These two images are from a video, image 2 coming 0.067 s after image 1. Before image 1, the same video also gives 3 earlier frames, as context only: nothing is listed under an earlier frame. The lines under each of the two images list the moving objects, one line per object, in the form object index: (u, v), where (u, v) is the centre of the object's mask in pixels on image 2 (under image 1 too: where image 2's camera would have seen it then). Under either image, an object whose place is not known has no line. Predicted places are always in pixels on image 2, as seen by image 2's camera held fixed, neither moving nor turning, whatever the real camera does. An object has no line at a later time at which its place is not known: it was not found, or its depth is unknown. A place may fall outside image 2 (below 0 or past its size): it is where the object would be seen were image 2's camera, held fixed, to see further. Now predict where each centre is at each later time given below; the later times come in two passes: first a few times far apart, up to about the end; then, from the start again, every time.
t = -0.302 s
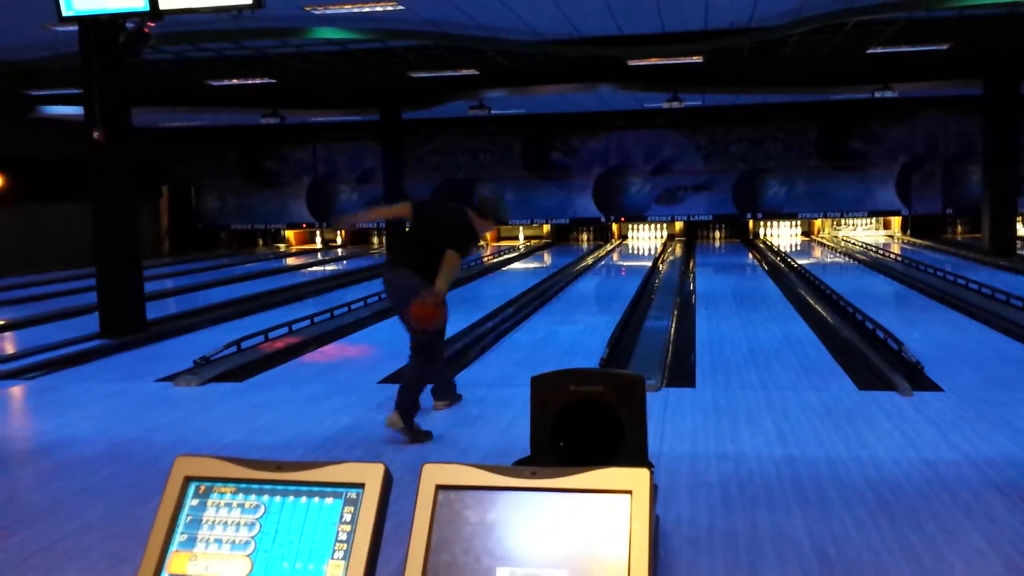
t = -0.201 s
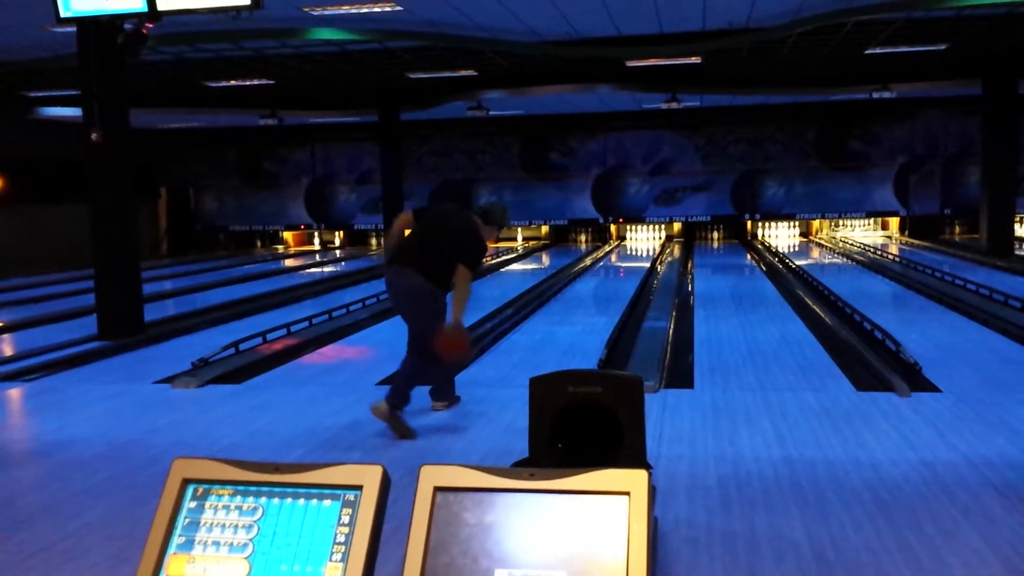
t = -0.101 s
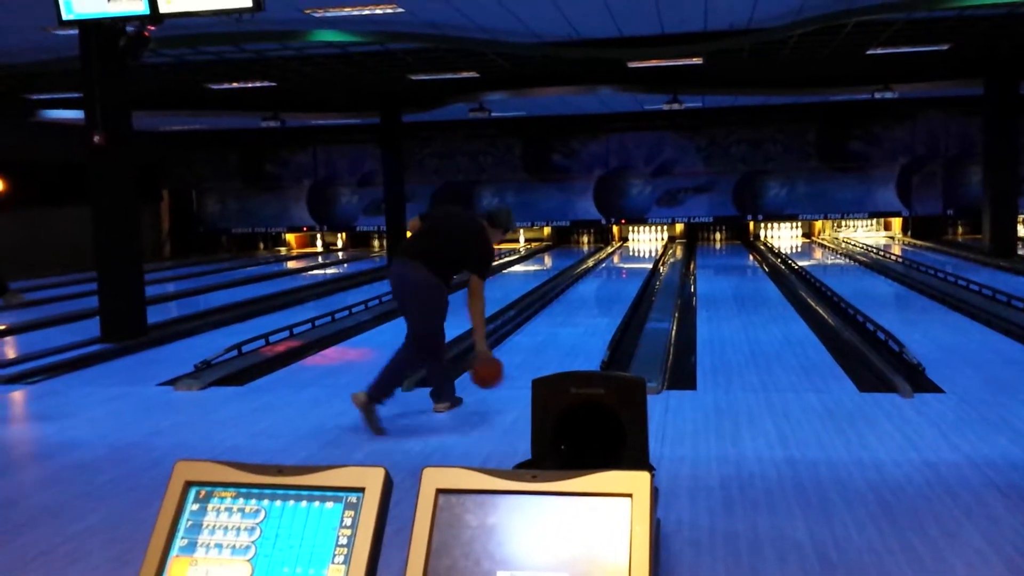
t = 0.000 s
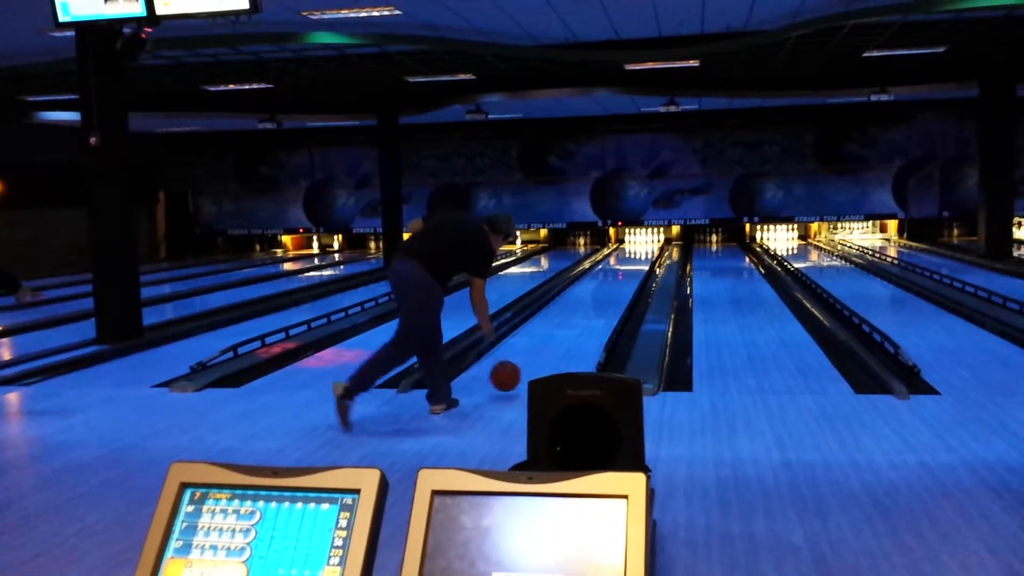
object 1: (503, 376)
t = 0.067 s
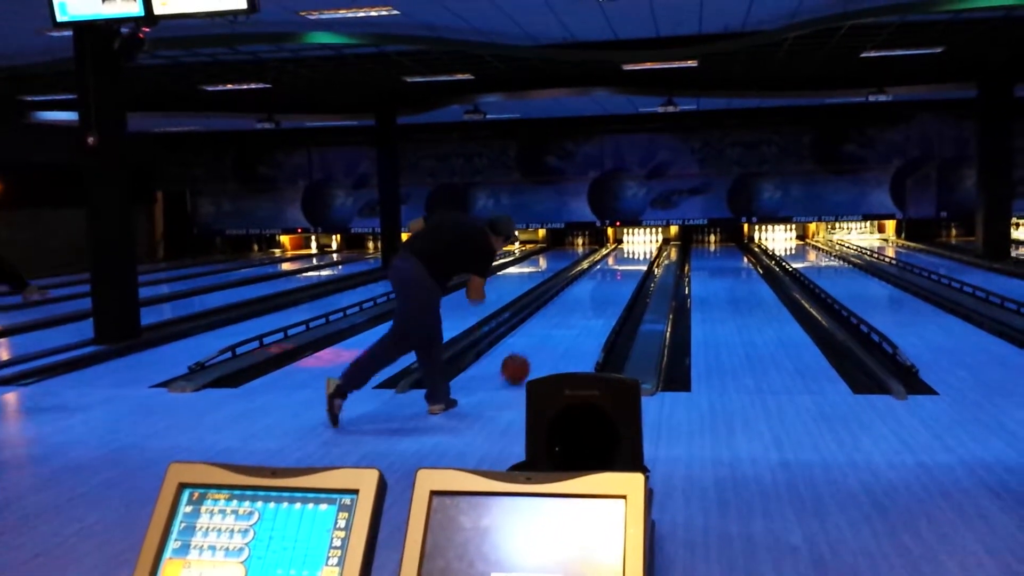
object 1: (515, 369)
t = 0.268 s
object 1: (543, 343)
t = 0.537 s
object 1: (568, 317)
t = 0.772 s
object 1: (584, 300)
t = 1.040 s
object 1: (597, 287)
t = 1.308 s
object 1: (607, 276)
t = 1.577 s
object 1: (615, 268)
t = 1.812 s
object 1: (621, 262)
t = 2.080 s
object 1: (627, 256)
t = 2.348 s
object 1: (632, 251)
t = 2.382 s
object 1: (633, 251)
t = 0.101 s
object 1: (520, 362)
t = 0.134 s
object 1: (525, 358)
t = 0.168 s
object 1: (530, 355)
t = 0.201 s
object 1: (534, 351)
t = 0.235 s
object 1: (539, 347)
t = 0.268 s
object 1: (543, 343)
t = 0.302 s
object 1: (547, 339)
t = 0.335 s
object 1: (550, 336)
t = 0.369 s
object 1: (553, 332)
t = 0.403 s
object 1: (557, 329)
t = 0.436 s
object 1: (560, 325)
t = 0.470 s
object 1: (563, 323)
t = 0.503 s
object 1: (566, 320)
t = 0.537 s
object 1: (568, 317)
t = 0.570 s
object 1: (571, 314)
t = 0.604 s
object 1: (573, 312)
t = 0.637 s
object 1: (576, 309)
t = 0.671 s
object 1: (578, 307)
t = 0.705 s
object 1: (580, 305)
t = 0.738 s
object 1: (582, 303)
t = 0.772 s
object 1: (584, 300)
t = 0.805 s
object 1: (586, 298)
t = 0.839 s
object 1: (588, 296)
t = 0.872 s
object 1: (590, 295)
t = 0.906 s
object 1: (591, 294)
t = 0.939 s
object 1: (592, 292)
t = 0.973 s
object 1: (594, 290)
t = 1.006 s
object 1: (596, 288)
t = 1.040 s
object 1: (597, 287)
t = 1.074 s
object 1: (598, 285)
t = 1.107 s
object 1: (600, 284)
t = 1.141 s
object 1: (601, 283)
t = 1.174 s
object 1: (603, 281)
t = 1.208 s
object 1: (604, 280)
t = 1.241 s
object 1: (605, 278)
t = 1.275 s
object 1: (607, 277)
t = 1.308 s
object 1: (607, 276)
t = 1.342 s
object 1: (609, 275)
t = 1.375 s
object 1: (609, 274)
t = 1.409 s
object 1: (611, 272)
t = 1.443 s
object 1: (611, 272)
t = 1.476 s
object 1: (612, 271)
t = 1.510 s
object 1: (613, 270)
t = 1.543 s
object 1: (614, 269)
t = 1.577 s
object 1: (615, 268)
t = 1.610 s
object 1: (617, 267)
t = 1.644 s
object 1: (618, 266)
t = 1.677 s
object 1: (619, 265)
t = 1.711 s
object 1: (619, 264)
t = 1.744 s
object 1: (620, 263)
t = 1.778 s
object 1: (620, 262)
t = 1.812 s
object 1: (621, 262)
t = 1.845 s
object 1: (622, 261)
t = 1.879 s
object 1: (623, 260)
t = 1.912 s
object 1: (624, 260)
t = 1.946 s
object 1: (625, 259)
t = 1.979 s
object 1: (626, 258)
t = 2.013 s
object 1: (627, 257)
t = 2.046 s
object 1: (627, 256)
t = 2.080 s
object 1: (627, 256)
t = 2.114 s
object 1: (628, 255)
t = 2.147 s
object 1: (629, 255)
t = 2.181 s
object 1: (630, 254)
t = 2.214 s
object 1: (630, 253)
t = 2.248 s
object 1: (631, 253)
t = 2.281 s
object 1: (631, 252)
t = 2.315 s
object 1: (632, 252)
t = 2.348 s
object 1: (632, 251)
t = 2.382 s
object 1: (633, 251)
